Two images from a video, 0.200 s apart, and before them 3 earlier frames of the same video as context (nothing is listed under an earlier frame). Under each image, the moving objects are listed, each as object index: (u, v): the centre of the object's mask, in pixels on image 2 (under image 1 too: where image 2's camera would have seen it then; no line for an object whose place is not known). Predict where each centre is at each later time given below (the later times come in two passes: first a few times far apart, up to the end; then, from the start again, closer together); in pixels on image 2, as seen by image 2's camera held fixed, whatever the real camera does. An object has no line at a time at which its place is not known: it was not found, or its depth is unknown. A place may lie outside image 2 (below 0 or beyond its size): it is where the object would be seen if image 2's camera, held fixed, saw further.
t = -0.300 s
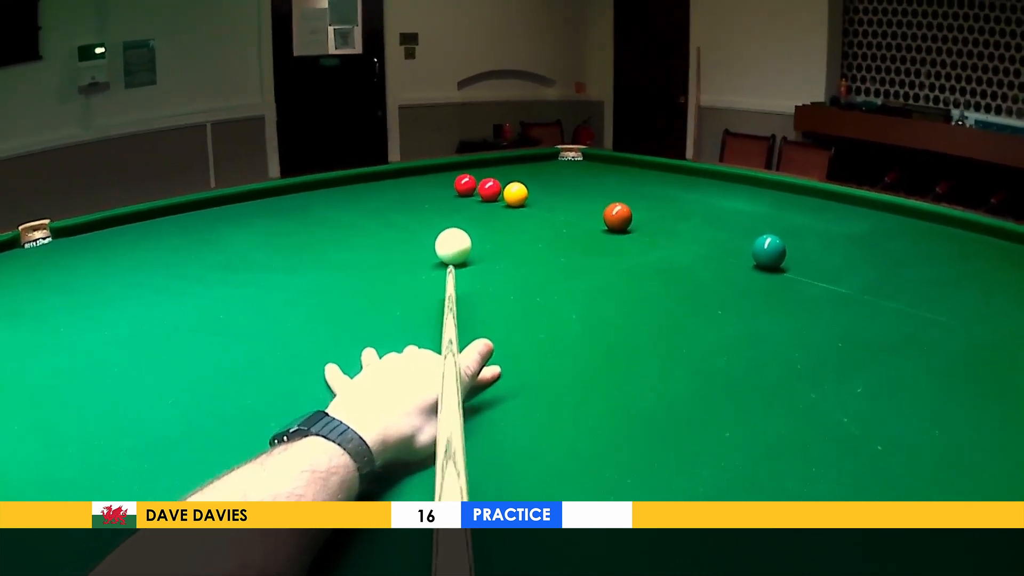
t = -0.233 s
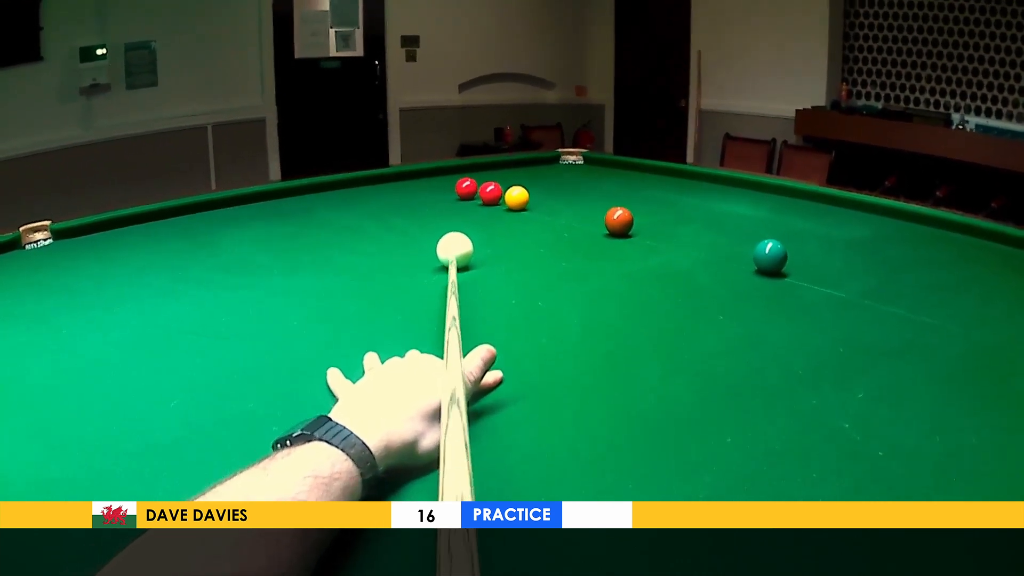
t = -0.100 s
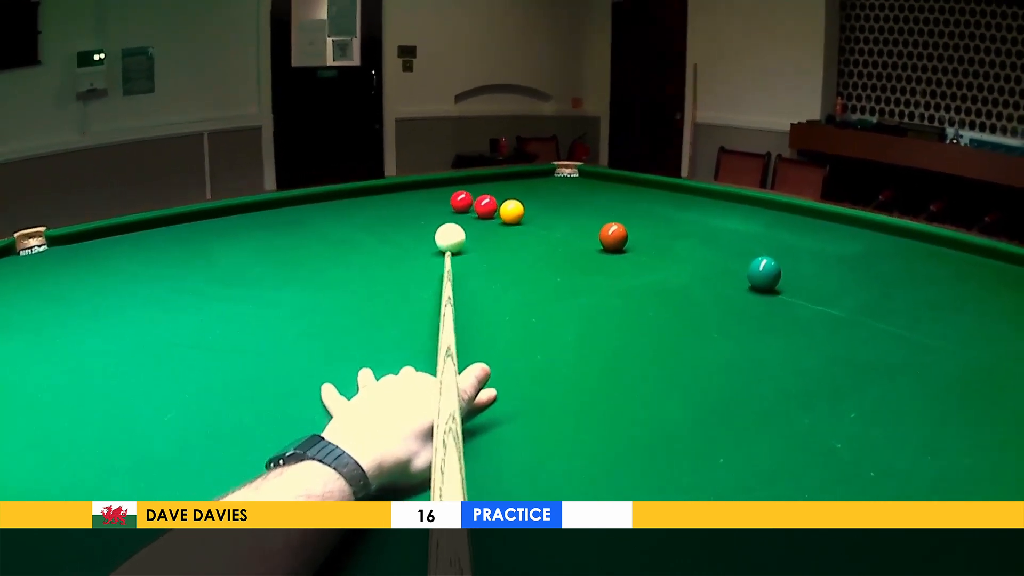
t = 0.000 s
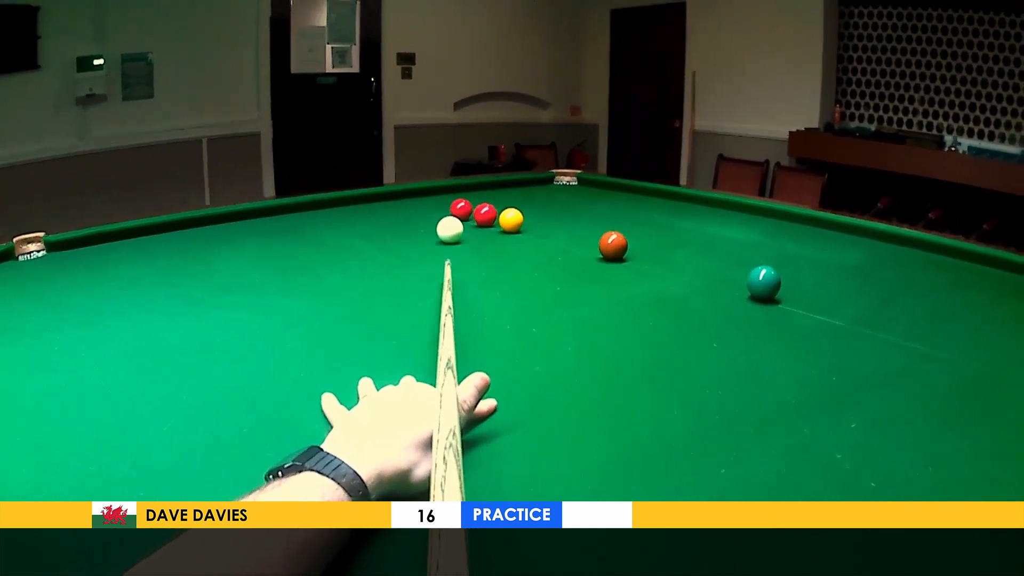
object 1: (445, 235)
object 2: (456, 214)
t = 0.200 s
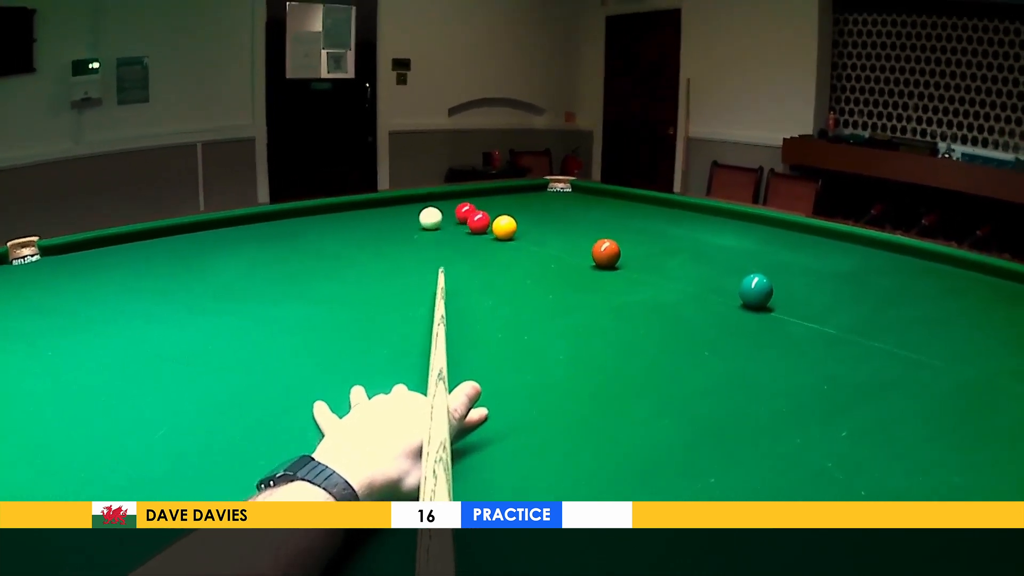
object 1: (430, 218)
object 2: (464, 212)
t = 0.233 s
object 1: (423, 217)
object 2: (470, 209)
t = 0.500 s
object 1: (380, 210)
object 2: (501, 202)
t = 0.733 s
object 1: (354, 206)
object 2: (521, 197)
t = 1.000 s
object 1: (362, 213)
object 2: (539, 192)
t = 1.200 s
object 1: (371, 223)
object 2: (551, 192)
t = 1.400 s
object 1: (385, 241)
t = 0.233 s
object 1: (423, 217)
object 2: (470, 209)
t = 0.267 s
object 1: (417, 217)
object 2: (476, 207)
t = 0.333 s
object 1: (405, 215)
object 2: (485, 206)
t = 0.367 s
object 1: (400, 214)
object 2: (488, 206)
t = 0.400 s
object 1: (395, 213)
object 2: (492, 205)
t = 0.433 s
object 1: (390, 212)
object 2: (495, 204)
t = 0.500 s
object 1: (380, 210)
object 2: (501, 202)
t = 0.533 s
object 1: (376, 209)
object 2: (505, 201)
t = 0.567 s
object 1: (371, 209)
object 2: (507, 201)
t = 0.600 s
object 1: (367, 208)
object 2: (510, 200)
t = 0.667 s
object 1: (359, 206)
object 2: (516, 198)
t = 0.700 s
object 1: (355, 206)
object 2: (519, 198)
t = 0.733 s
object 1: (354, 206)
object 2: (521, 197)
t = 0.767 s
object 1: (355, 206)
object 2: (524, 196)
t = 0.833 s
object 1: (358, 208)
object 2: (529, 194)
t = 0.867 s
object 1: (358, 209)
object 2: (531, 194)
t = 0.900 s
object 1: (359, 209)
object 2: (533, 193)
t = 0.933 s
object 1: (360, 210)
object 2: (535, 193)
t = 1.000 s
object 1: (362, 213)
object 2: (539, 192)
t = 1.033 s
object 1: (363, 215)
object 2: (541, 192)
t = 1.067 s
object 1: (364, 216)
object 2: (543, 192)
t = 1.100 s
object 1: (365, 218)
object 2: (545, 192)
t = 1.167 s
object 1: (369, 221)
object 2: (549, 192)
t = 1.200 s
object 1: (371, 223)
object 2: (551, 192)
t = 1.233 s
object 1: (373, 225)
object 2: (554, 192)
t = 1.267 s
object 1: (376, 228)
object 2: (556, 192)
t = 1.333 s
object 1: (381, 234)
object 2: (559, 195)
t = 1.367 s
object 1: (383, 238)
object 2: (558, 200)
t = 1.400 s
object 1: (385, 241)
